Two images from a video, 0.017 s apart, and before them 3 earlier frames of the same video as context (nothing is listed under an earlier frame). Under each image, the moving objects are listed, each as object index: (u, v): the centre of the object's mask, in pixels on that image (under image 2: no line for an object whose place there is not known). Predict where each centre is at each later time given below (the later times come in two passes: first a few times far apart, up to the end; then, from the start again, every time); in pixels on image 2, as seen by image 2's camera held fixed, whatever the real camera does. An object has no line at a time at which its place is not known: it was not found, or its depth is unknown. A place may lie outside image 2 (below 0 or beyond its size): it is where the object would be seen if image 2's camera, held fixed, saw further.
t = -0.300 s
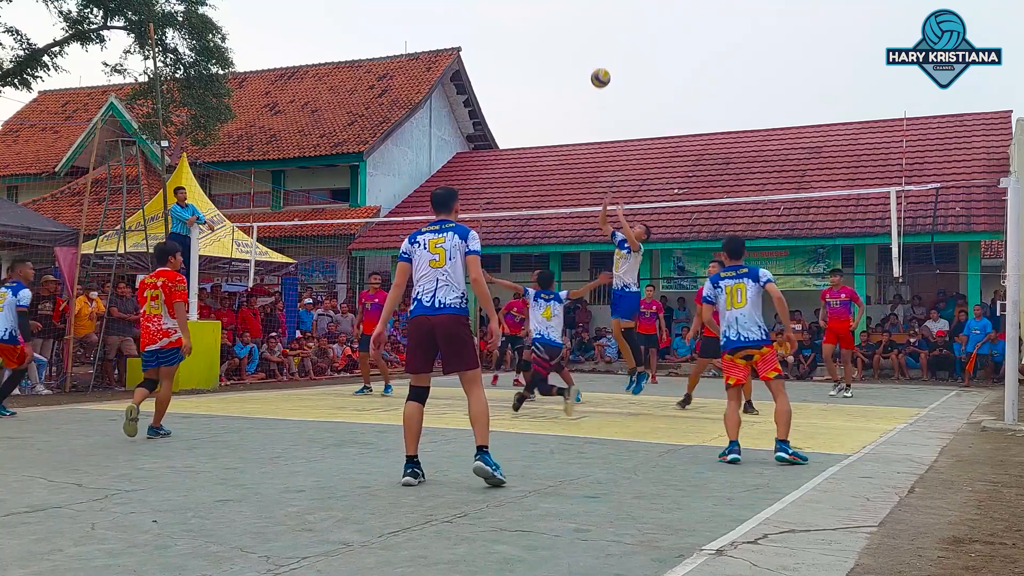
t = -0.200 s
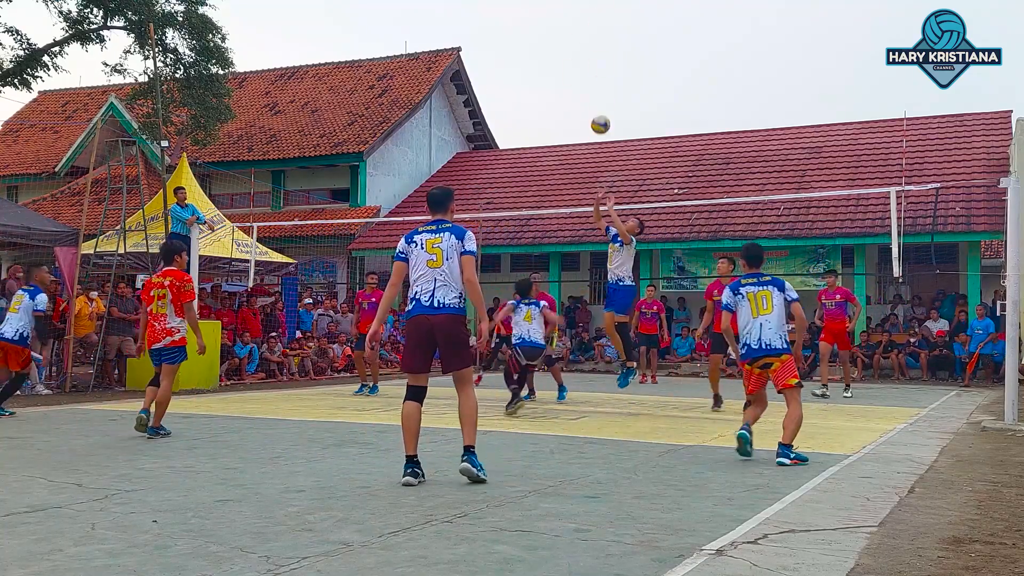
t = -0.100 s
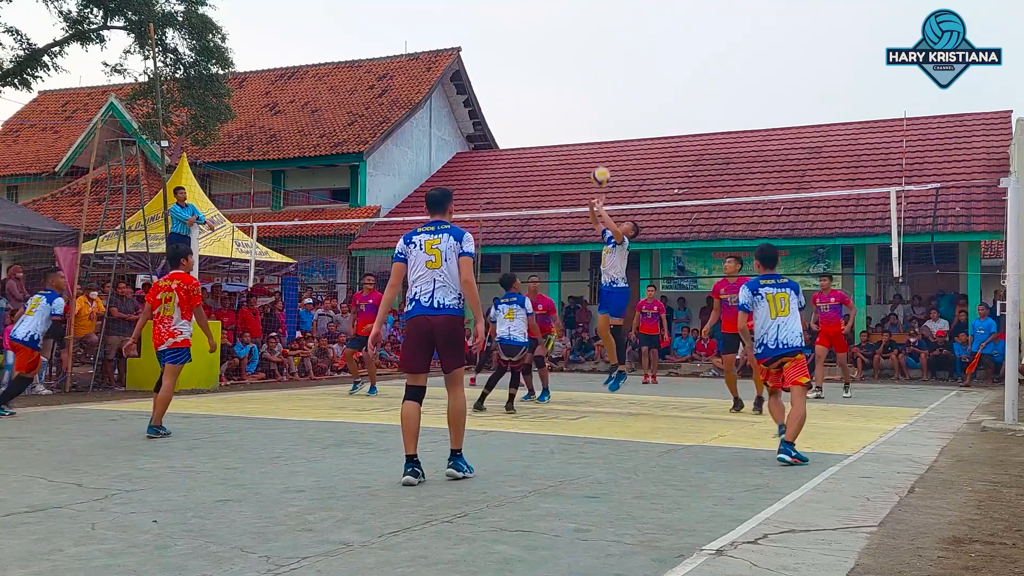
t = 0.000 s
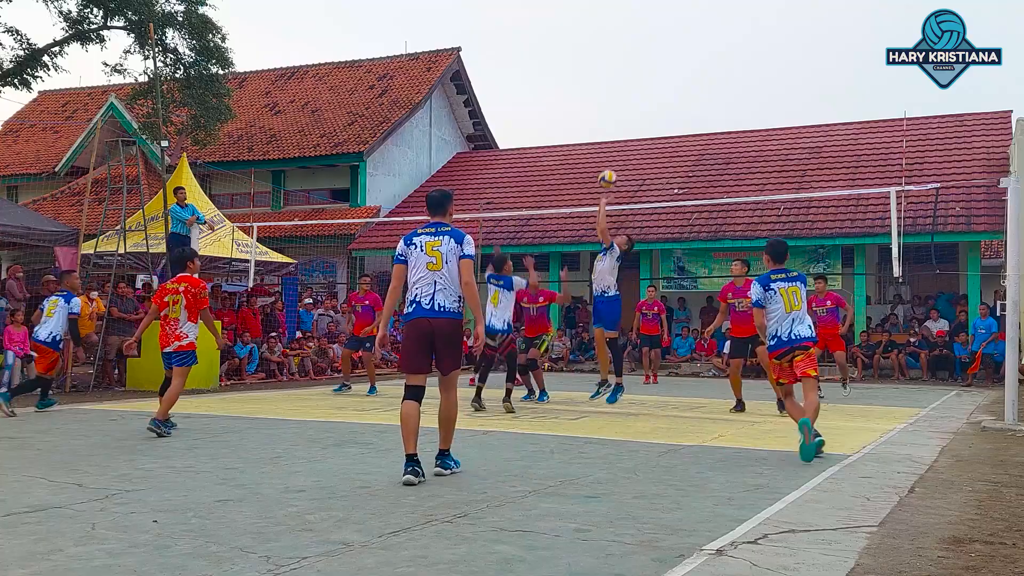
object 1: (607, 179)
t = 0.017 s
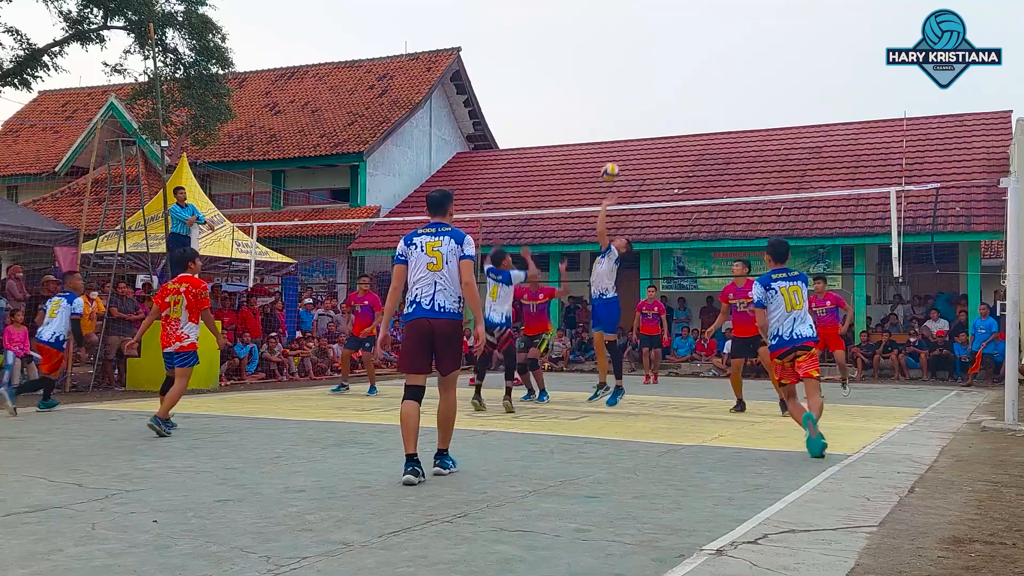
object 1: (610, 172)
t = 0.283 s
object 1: (654, 92)
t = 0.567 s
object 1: (700, 73)
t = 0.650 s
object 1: (713, 81)
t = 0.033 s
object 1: (613, 165)
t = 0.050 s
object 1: (615, 158)
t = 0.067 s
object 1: (618, 152)
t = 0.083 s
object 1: (621, 146)
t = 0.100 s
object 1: (624, 141)
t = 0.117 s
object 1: (626, 135)
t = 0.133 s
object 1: (629, 130)
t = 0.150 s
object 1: (632, 124)
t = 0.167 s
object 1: (634, 120)
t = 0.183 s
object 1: (637, 115)
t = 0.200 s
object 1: (640, 110)
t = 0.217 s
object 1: (643, 106)
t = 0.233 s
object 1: (645, 102)
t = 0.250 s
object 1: (648, 99)
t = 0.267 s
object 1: (651, 95)
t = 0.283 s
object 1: (654, 92)
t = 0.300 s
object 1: (657, 89)
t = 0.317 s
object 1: (659, 86)
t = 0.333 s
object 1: (662, 83)
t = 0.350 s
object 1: (665, 81)
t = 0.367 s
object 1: (668, 79)
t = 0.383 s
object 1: (670, 77)
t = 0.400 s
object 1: (673, 76)
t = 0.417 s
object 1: (675, 74)
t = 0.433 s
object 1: (678, 73)
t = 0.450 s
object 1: (681, 72)
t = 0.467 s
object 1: (684, 72)
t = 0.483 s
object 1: (686, 71)
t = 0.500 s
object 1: (689, 71)
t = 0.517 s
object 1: (691, 71)
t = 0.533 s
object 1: (694, 72)
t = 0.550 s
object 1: (697, 72)
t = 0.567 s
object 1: (700, 73)
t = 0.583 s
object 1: (702, 74)
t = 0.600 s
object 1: (705, 76)
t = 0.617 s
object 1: (708, 77)
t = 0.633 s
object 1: (710, 79)
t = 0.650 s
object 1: (713, 81)
